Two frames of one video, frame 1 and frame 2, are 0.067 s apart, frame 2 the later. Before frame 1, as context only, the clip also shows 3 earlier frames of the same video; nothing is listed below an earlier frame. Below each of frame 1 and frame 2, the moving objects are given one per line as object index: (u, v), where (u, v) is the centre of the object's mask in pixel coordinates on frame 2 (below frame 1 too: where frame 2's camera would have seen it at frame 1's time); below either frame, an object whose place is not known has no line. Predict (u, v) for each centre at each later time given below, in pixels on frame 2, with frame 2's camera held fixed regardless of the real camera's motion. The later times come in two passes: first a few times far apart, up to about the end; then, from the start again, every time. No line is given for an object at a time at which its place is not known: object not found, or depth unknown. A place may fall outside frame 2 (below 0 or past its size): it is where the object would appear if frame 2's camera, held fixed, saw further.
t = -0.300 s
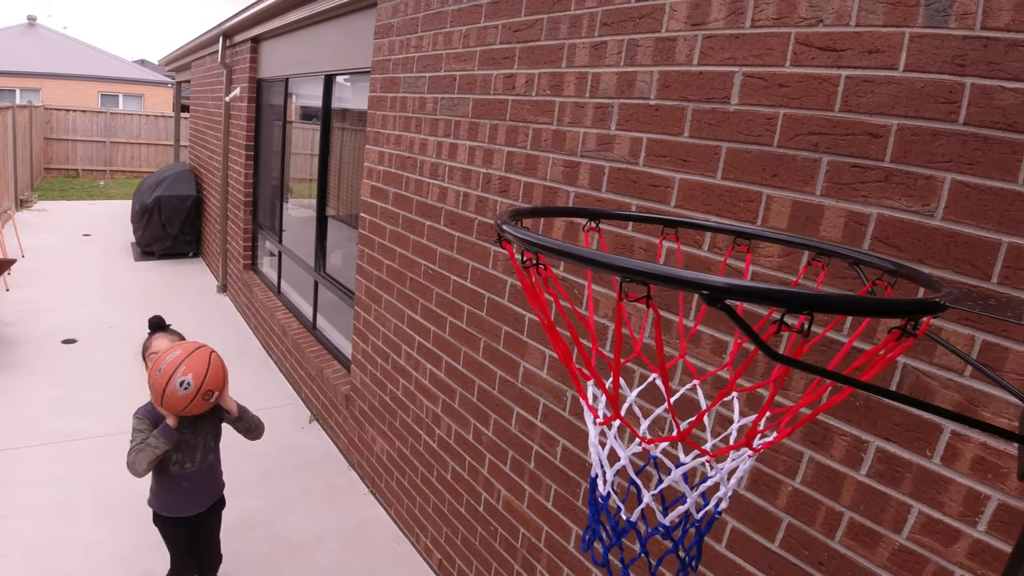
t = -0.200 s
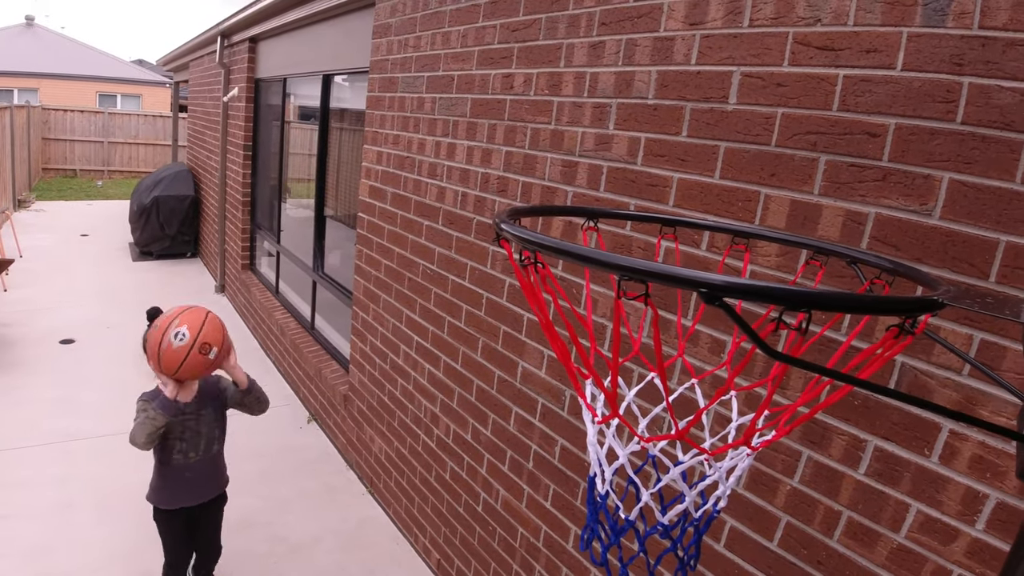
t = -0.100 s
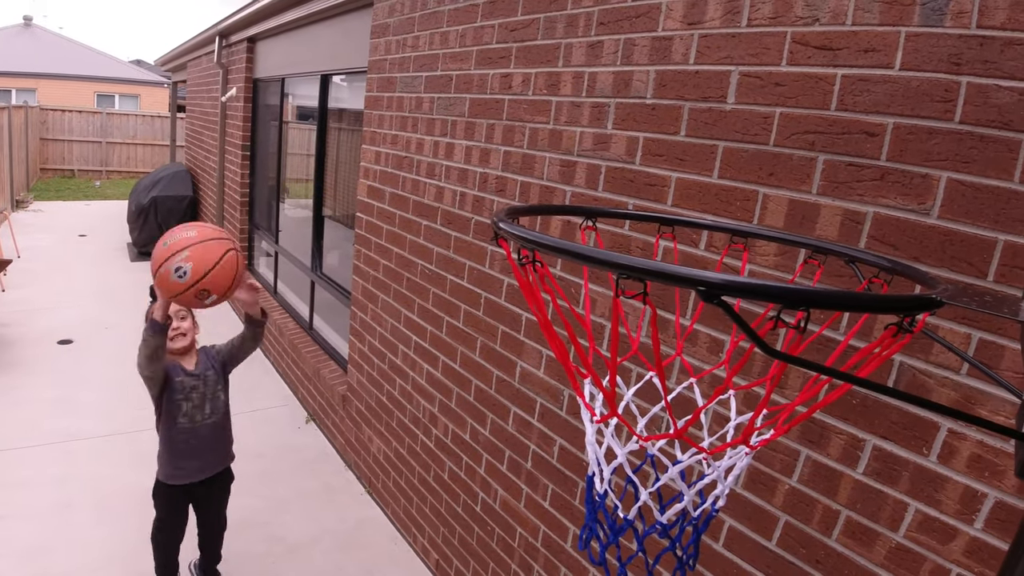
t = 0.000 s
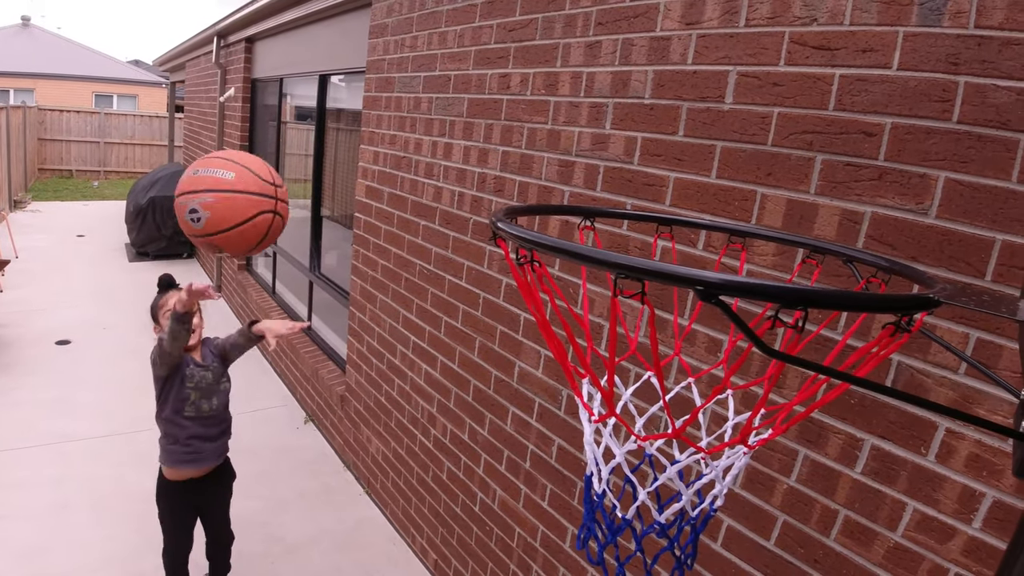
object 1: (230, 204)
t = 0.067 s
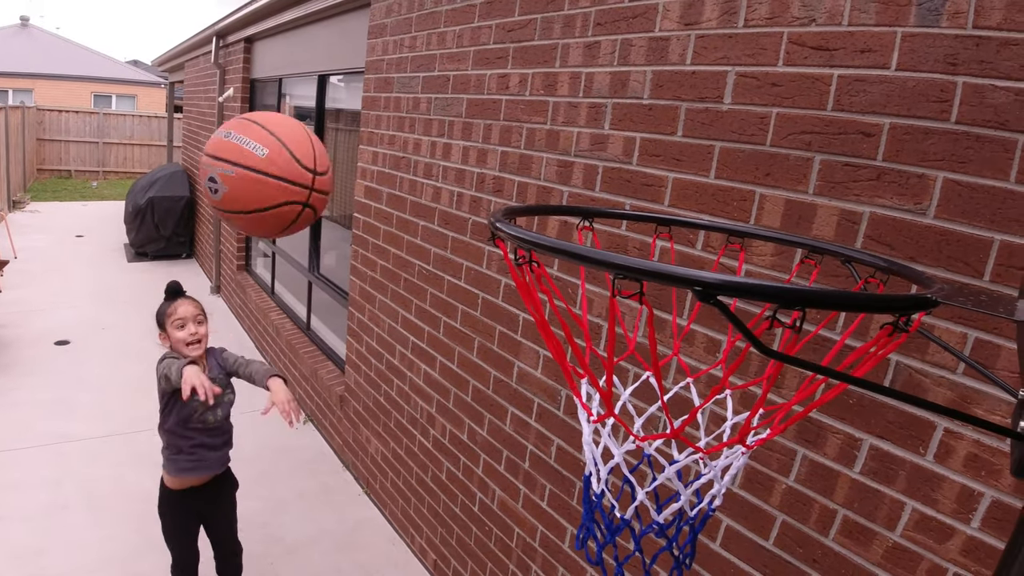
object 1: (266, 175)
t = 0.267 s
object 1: (354, 175)
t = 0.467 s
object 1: (74, 288)
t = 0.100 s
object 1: (289, 165)
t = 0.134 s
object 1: (315, 161)
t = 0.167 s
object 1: (347, 164)
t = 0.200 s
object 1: (386, 176)
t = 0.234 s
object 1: (408, 187)
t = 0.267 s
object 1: (354, 175)
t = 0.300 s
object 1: (301, 172)
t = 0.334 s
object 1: (246, 178)
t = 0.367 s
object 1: (194, 194)
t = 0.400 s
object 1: (145, 218)
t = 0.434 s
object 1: (102, 249)
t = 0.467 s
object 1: (74, 288)
